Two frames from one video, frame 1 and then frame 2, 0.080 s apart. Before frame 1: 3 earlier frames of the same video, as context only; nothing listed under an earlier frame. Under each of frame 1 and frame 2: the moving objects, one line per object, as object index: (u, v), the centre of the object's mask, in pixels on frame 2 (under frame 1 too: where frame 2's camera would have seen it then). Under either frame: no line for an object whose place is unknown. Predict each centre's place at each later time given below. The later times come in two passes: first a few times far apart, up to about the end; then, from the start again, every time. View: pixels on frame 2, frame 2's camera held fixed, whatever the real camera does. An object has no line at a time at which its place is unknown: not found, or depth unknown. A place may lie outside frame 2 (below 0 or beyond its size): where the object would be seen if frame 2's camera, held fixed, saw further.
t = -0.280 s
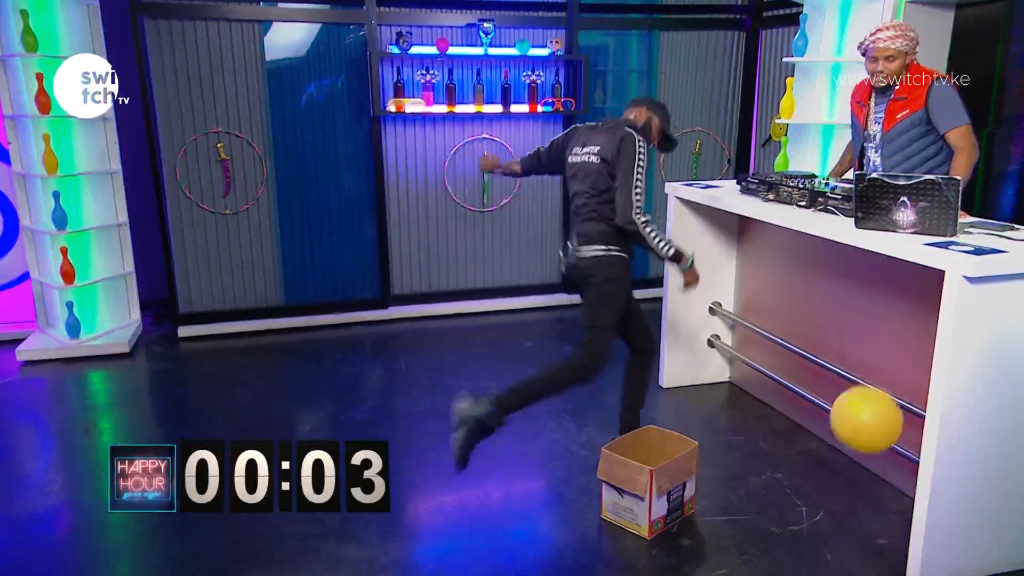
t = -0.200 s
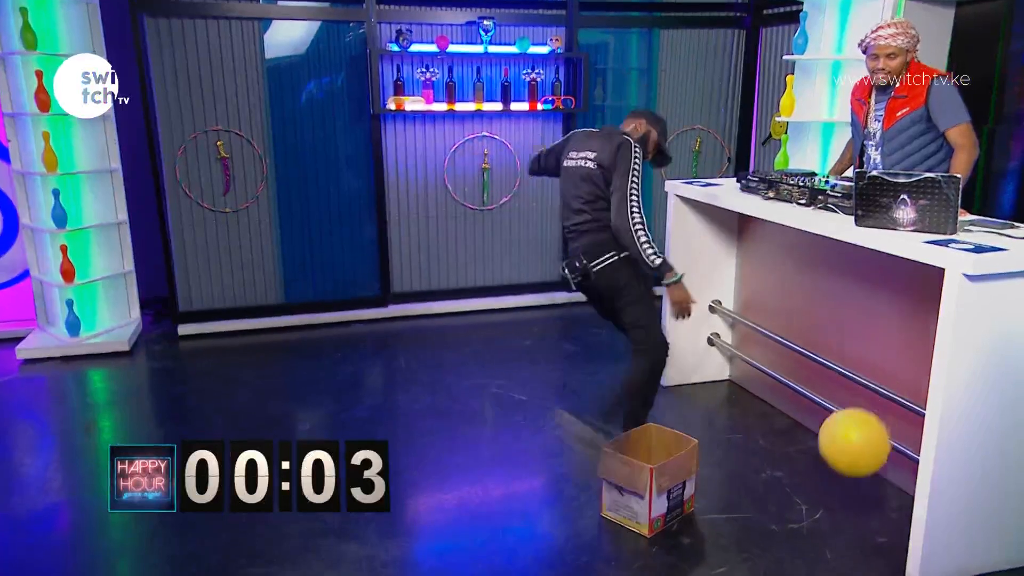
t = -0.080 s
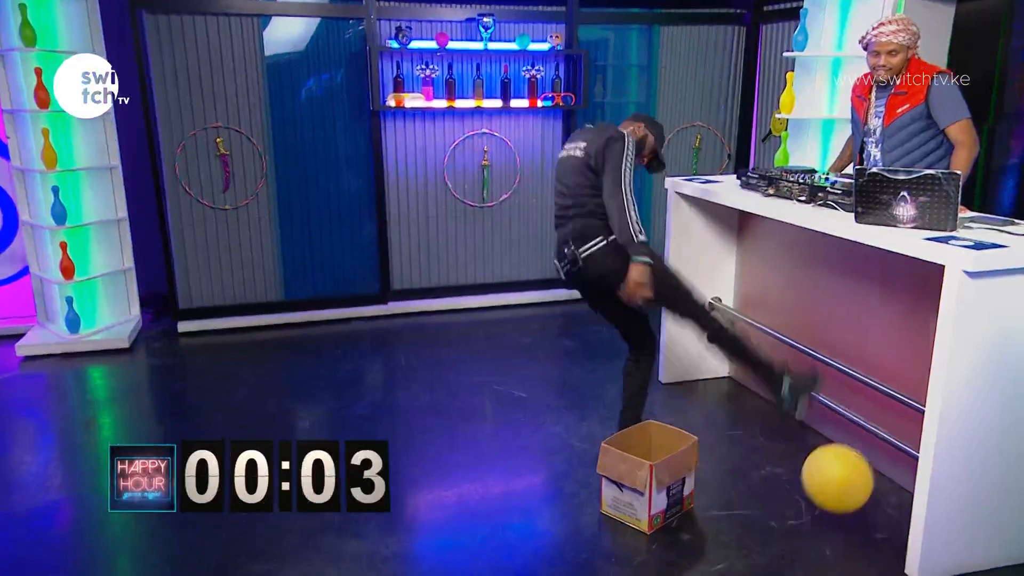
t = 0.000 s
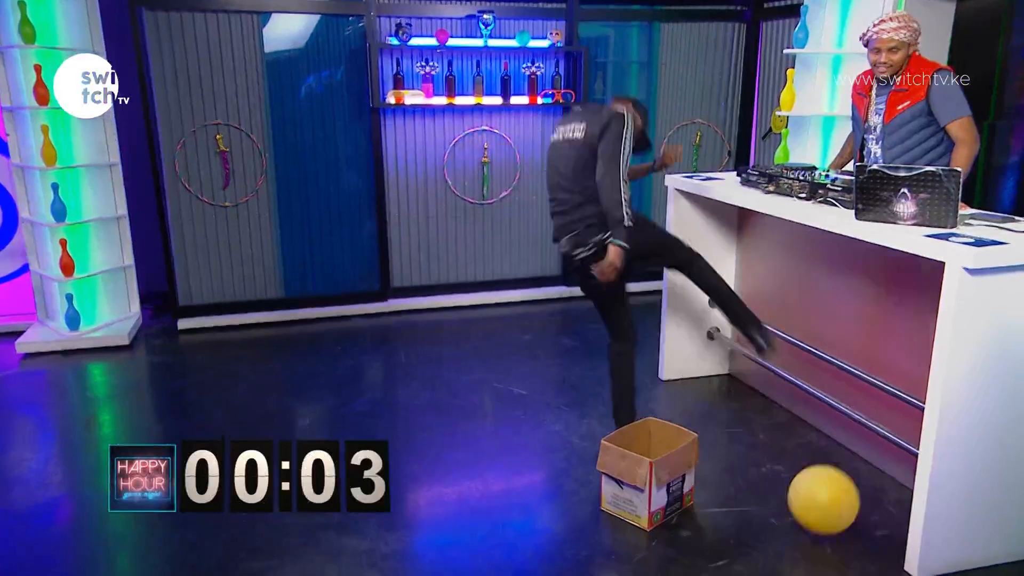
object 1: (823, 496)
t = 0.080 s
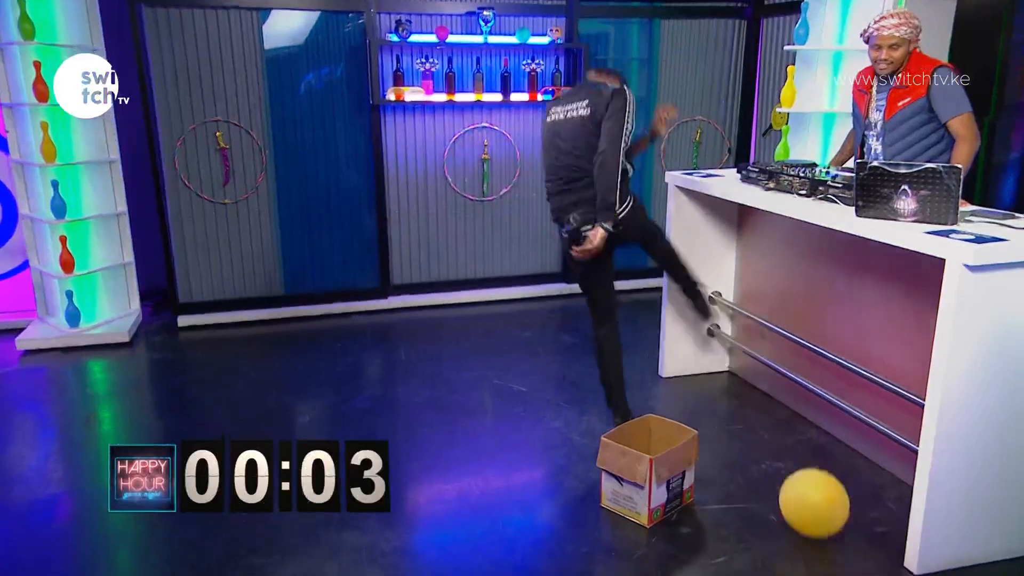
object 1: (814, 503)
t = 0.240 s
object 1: (811, 472)
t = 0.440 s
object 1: (807, 453)
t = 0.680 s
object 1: (794, 455)
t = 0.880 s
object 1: (782, 479)
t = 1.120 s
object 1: (769, 487)
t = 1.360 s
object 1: (759, 460)
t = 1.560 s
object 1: (752, 460)
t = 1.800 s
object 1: (742, 486)
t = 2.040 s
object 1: (743, 481)
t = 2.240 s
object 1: (743, 482)
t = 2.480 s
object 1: (740, 484)
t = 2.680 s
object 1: (735, 481)
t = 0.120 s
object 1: (813, 493)
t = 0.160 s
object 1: (812, 485)
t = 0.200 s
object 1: (811, 478)
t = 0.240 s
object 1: (811, 472)
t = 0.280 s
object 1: (811, 467)
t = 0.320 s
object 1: (811, 463)
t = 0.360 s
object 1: (810, 459)
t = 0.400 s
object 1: (809, 456)
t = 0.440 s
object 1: (807, 453)
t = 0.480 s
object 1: (805, 451)
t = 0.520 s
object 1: (803, 450)
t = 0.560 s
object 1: (801, 450)
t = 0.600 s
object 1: (799, 451)
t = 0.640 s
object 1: (796, 453)
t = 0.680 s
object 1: (794, 455)
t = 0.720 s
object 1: (791, 459)
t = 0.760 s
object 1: (789, 463)
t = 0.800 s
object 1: (787, 468)
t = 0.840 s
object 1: (784, 473)
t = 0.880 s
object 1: (782, 479)
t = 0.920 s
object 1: (779, 485)
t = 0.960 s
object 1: (777, 492)
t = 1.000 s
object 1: (775, 500)
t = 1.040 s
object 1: (773, 503)
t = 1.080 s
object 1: (771, 495)
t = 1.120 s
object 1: (769, 487)
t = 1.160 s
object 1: (767, 480)
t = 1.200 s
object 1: (766, 474)
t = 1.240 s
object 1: (764, 470)
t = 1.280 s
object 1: (762, 466)
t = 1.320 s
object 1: (761, 462)
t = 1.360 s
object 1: (759, 460)
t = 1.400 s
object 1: (757, 458)
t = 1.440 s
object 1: (756, 458)
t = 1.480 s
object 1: (755, 458)
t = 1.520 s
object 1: (753, 458)
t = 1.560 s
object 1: (752, 460)
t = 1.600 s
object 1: (751, 463)
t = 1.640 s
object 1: (750, 466)
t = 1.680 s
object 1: (748, 470)
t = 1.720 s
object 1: (746, 475)
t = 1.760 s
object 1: (744, 480)
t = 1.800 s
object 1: (742, 486)
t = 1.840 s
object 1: (741, 488)
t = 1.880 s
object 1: (741, 485)
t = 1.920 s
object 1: (741, 483)
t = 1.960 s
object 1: (742, 482)
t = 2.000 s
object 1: (742, 481)
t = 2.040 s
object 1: (743, 481)
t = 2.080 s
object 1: (743, 482)
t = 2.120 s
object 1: (743, 483)
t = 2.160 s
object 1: (743, 485)
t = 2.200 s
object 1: (743, 485)
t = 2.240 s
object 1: (743, 482)
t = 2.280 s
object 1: (742, 481)
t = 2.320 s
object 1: (742, 480)
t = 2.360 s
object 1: (742, 480)
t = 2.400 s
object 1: (741, 481)
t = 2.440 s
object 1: (740, 482)
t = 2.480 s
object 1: (740, 484)
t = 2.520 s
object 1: (739, 485)
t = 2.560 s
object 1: (738, 483)
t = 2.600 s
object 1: (737, 482)
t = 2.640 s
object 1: (736, 481)
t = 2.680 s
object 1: (735, 481)
